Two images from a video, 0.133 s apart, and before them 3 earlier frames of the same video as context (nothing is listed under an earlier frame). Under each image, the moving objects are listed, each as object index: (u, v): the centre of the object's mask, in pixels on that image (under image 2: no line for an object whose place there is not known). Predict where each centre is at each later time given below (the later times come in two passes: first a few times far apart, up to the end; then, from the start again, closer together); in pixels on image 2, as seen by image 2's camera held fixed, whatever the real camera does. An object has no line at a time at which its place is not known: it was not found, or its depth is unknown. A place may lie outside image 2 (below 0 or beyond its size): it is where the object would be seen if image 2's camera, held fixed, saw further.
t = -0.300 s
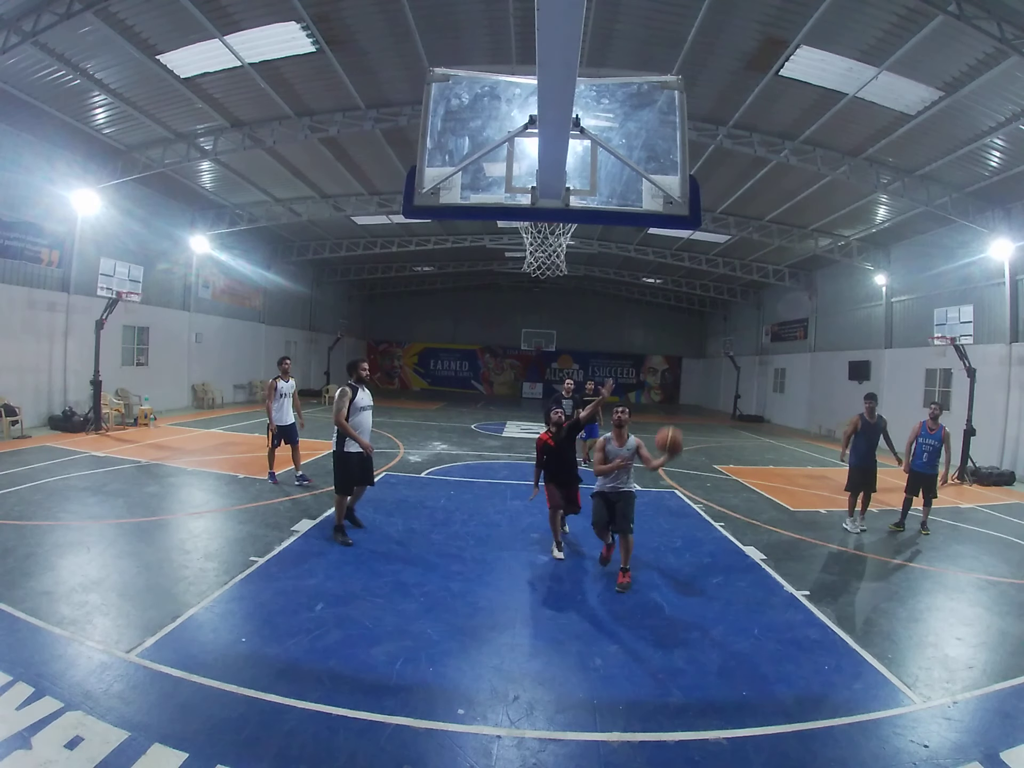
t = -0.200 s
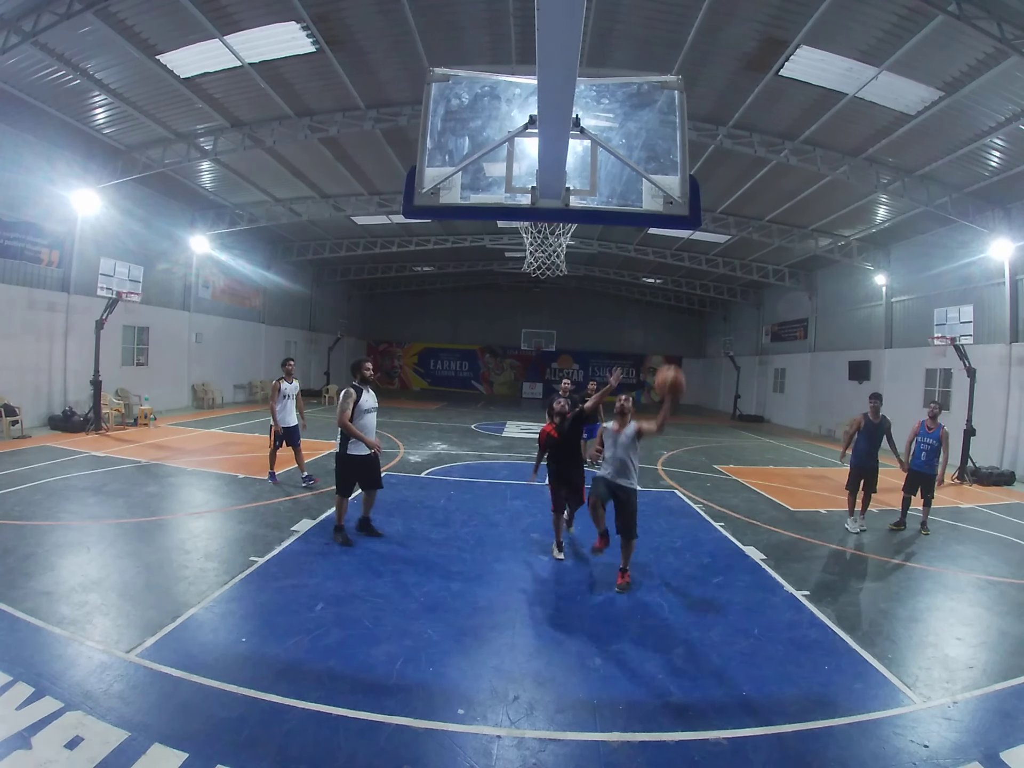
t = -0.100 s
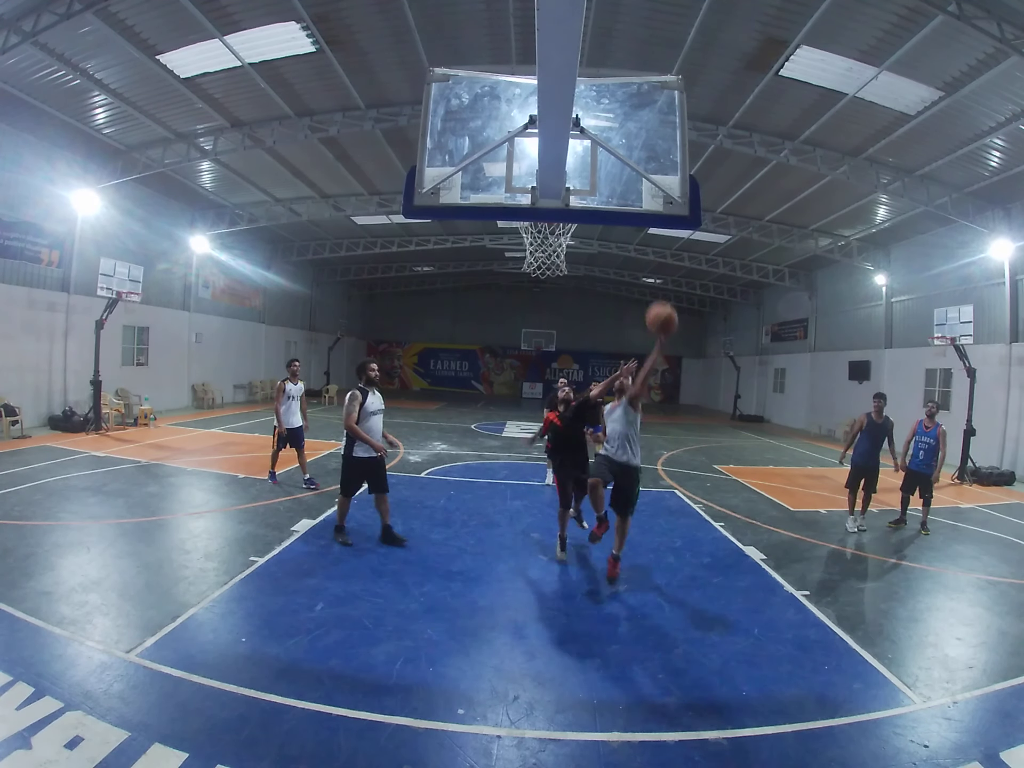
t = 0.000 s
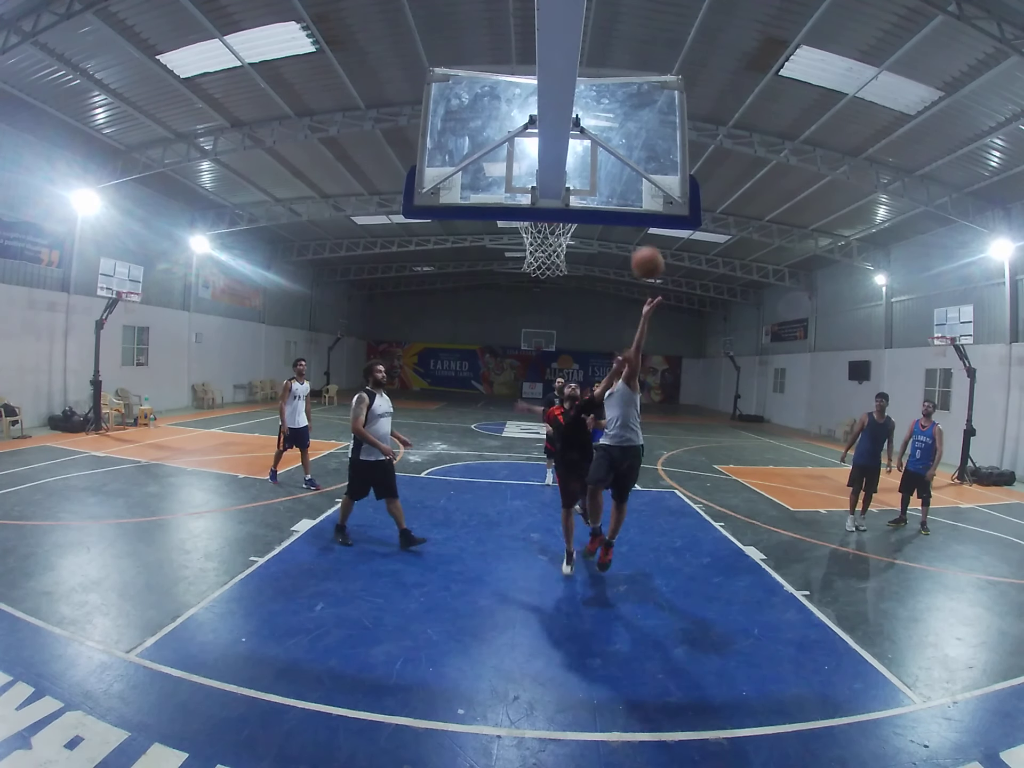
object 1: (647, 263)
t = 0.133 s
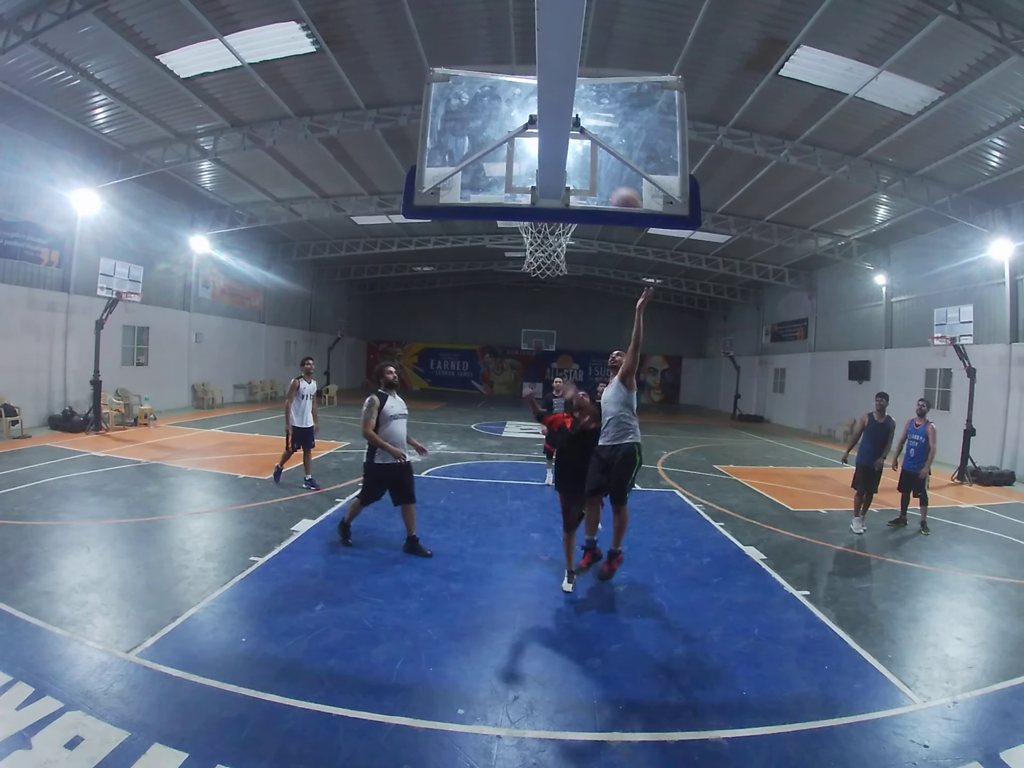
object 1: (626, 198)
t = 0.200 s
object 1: (617, 187)
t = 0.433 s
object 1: (579, 178)
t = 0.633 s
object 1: (547, 237)
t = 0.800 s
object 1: (537, 274)
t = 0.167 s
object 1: (622, 193)
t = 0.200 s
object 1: (617, 187)
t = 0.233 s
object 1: (611, 177)
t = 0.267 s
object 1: (609, 175)
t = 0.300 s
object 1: (607, 175)
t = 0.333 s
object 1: (598, 176)
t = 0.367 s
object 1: (589, 177)
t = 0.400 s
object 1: (585, 178)
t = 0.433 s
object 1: (579, 178)
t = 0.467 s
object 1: (578, 182)
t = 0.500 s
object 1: (578, 196)
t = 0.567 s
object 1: (556, 226)
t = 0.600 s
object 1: (552, 230)
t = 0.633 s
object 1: (547, 237)
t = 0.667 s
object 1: (544, 246)
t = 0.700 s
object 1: (543, 254)
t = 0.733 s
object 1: (541, 259)
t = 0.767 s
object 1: (539, 266)
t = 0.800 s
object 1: (537, 274)
